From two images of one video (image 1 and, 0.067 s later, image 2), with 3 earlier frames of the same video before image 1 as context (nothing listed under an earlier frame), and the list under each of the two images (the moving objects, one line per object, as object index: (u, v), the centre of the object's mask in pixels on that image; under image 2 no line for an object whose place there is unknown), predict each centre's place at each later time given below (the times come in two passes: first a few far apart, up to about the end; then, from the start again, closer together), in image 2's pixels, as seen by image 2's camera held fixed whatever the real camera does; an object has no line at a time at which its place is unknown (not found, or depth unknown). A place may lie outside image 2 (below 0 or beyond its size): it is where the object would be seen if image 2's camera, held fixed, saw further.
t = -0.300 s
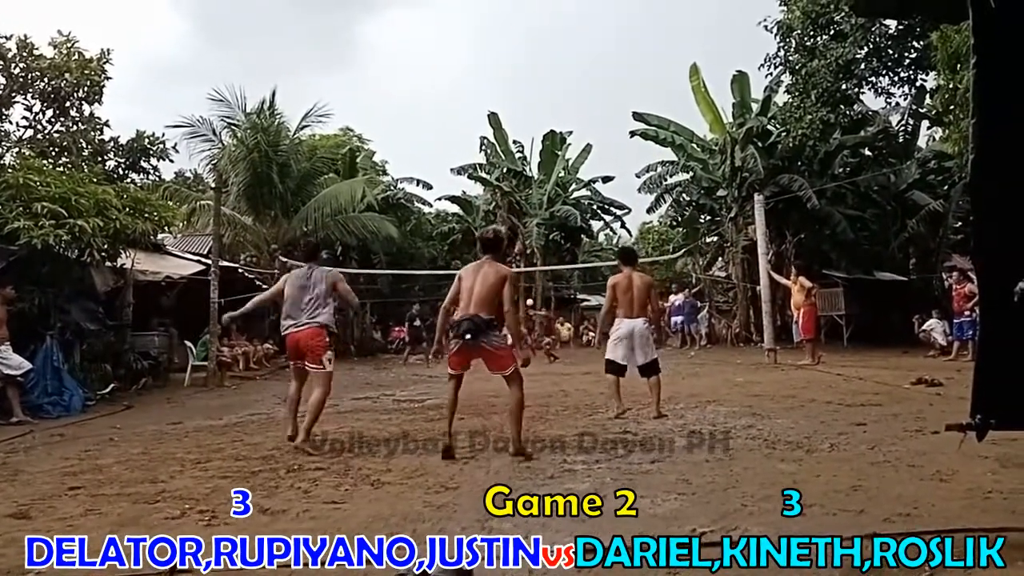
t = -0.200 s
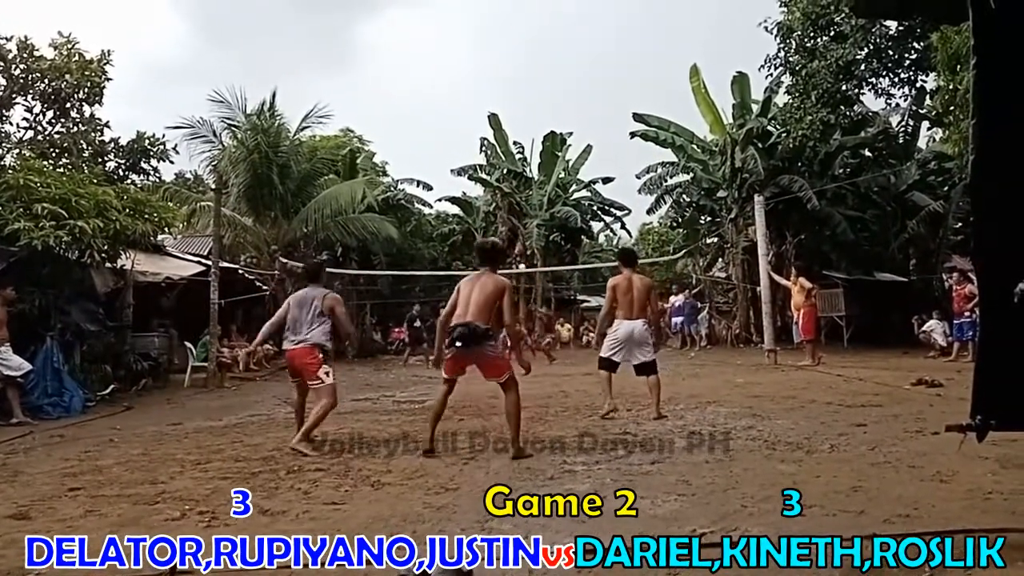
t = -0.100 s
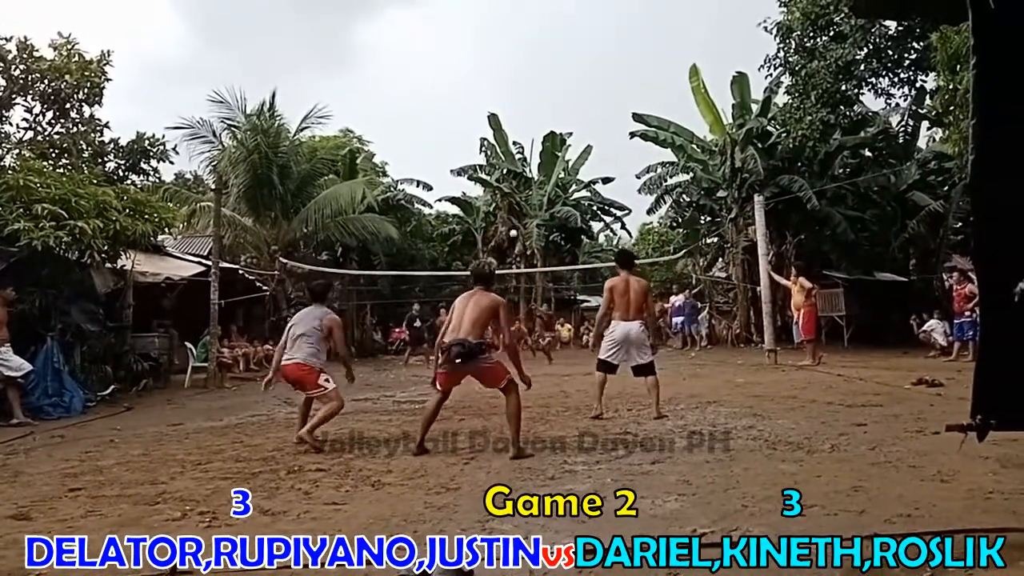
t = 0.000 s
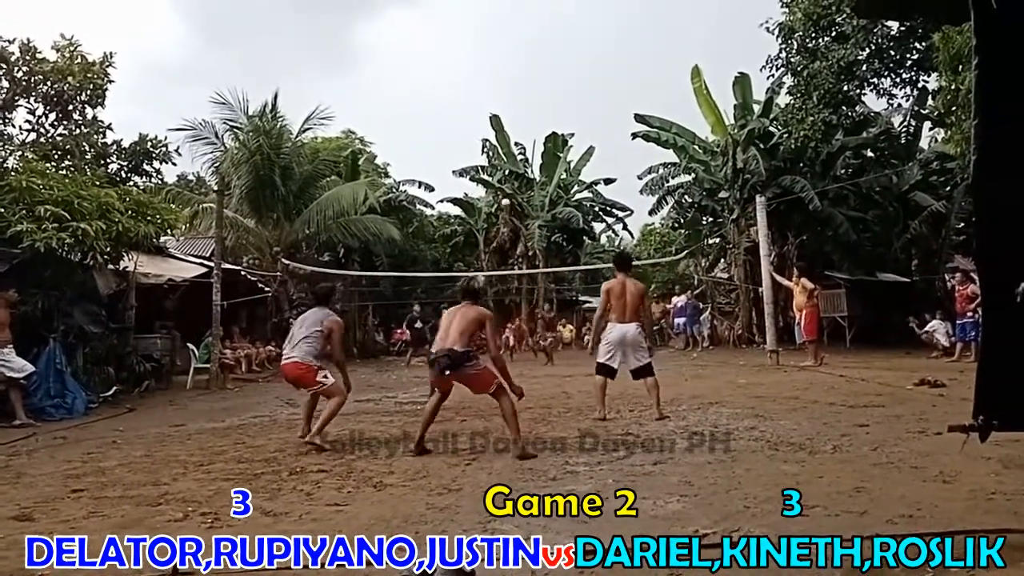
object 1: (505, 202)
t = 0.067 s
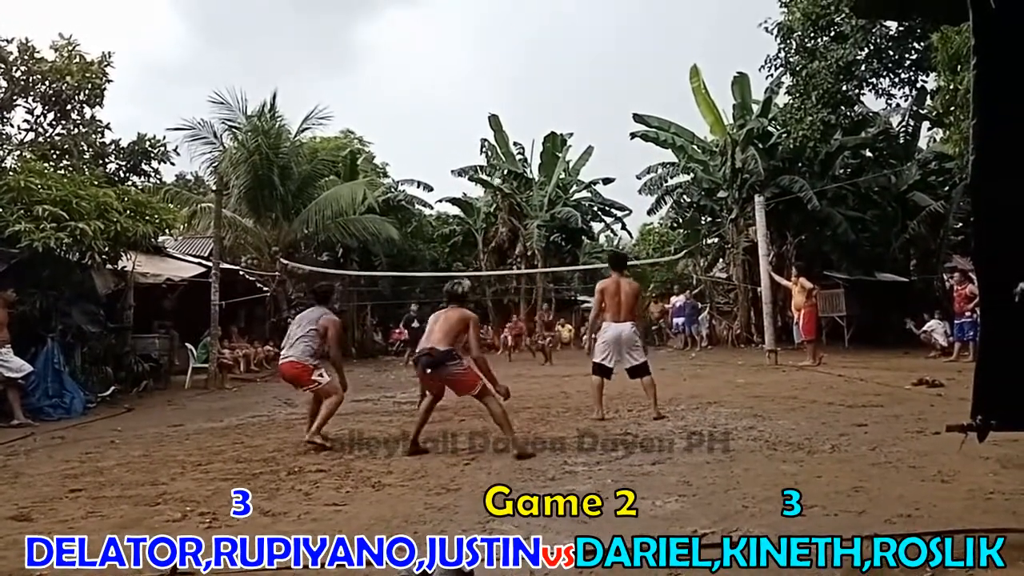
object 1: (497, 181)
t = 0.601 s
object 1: (431, 74)
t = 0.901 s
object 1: (378, 83)
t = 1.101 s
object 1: (339, 127)
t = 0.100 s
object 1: (493, 172)
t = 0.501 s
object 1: (446, 86)
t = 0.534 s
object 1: (440, 80)
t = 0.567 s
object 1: (436, 77)
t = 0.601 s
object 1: (431, 74)
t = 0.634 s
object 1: (426, 72)
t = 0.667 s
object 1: (421, 71)
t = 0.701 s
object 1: (415, 70)
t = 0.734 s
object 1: (409, 69)
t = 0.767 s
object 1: (404, 70)
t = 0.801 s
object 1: (398, 72)
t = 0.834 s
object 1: (391, 75)
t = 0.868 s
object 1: (384, 78)
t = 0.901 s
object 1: (378, 83)
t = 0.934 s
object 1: (370, 89)
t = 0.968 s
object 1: (363, 96)
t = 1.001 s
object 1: (355, 105)
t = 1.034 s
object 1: (347, 115)
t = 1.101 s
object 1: (339, 127)
